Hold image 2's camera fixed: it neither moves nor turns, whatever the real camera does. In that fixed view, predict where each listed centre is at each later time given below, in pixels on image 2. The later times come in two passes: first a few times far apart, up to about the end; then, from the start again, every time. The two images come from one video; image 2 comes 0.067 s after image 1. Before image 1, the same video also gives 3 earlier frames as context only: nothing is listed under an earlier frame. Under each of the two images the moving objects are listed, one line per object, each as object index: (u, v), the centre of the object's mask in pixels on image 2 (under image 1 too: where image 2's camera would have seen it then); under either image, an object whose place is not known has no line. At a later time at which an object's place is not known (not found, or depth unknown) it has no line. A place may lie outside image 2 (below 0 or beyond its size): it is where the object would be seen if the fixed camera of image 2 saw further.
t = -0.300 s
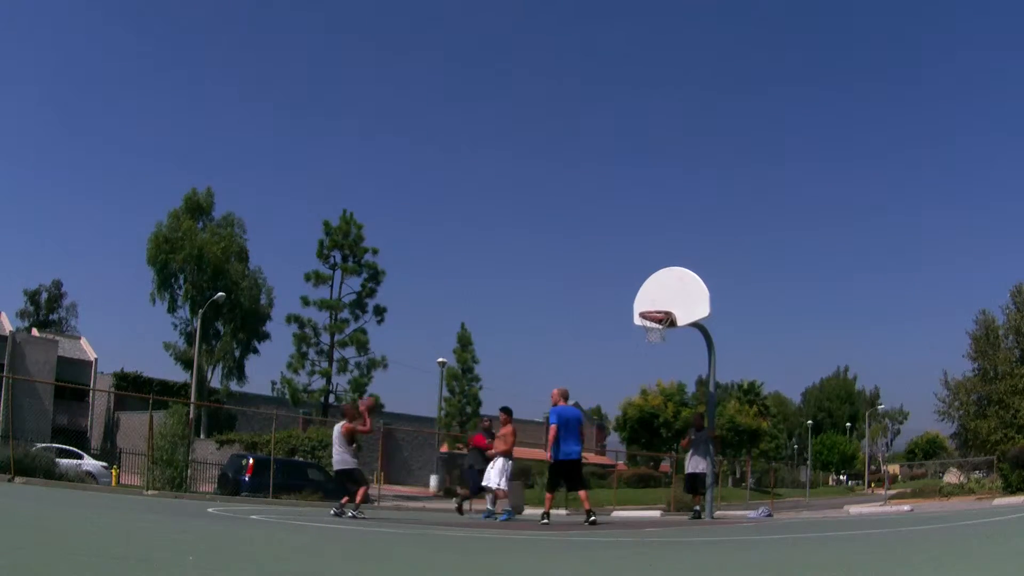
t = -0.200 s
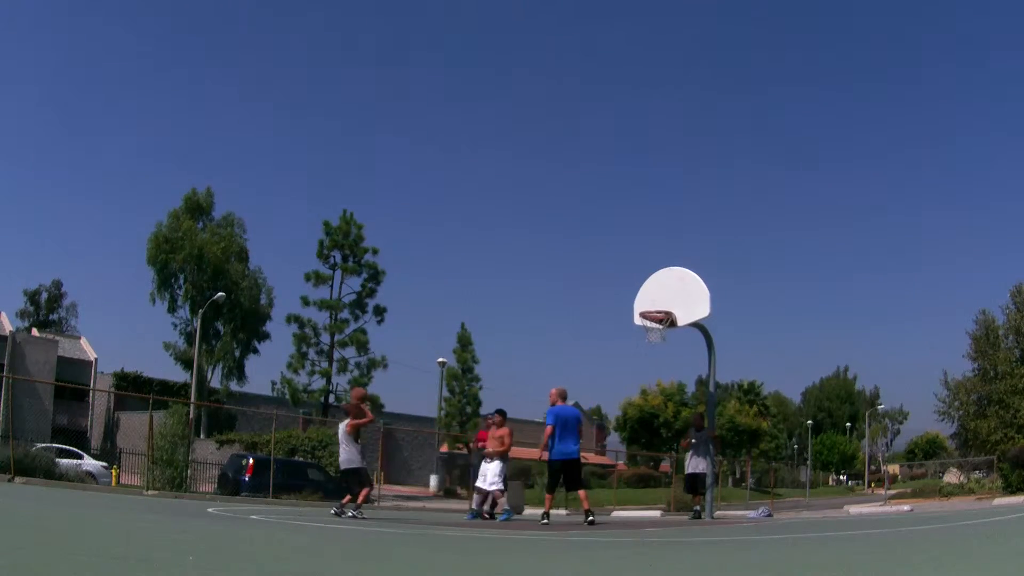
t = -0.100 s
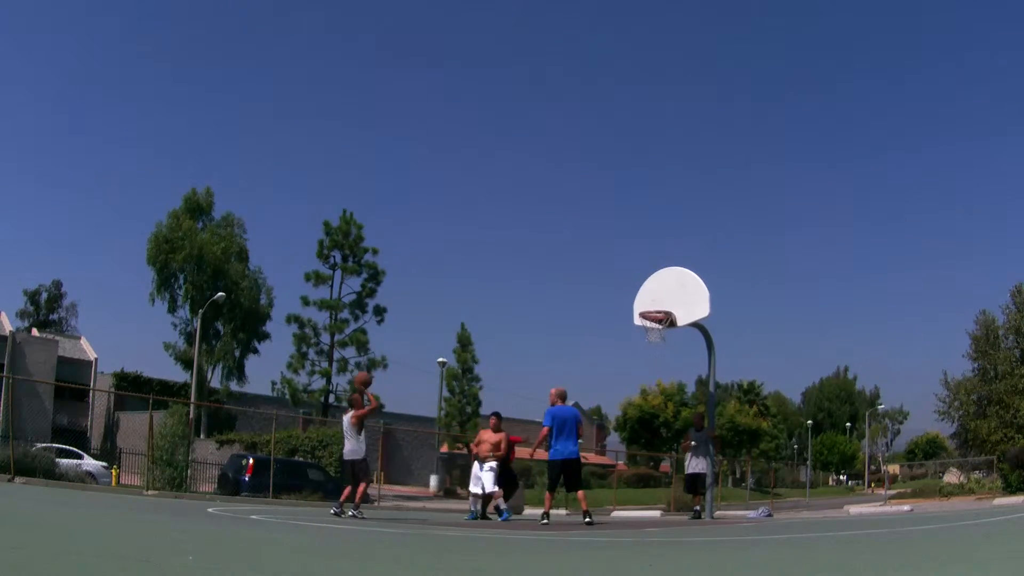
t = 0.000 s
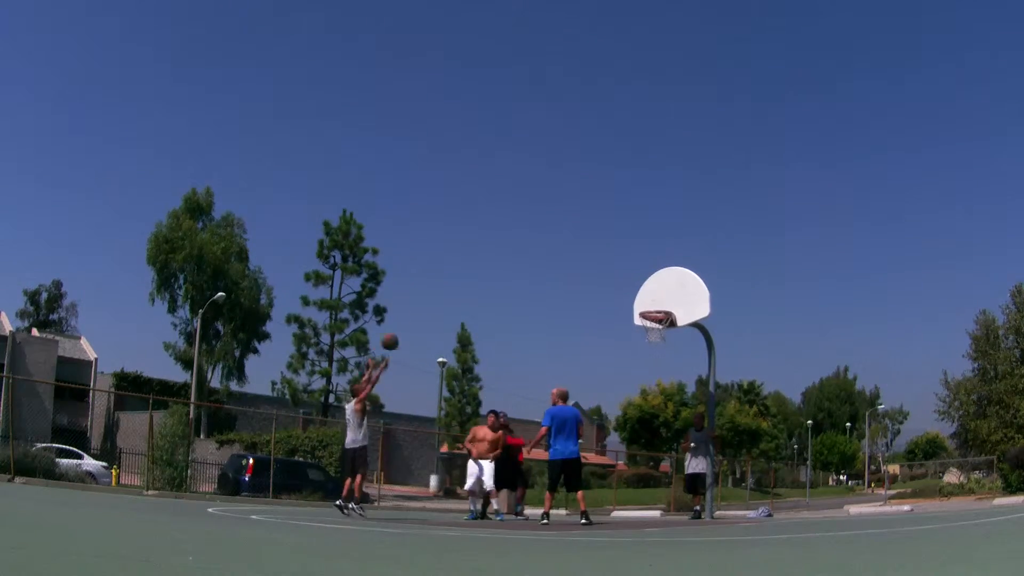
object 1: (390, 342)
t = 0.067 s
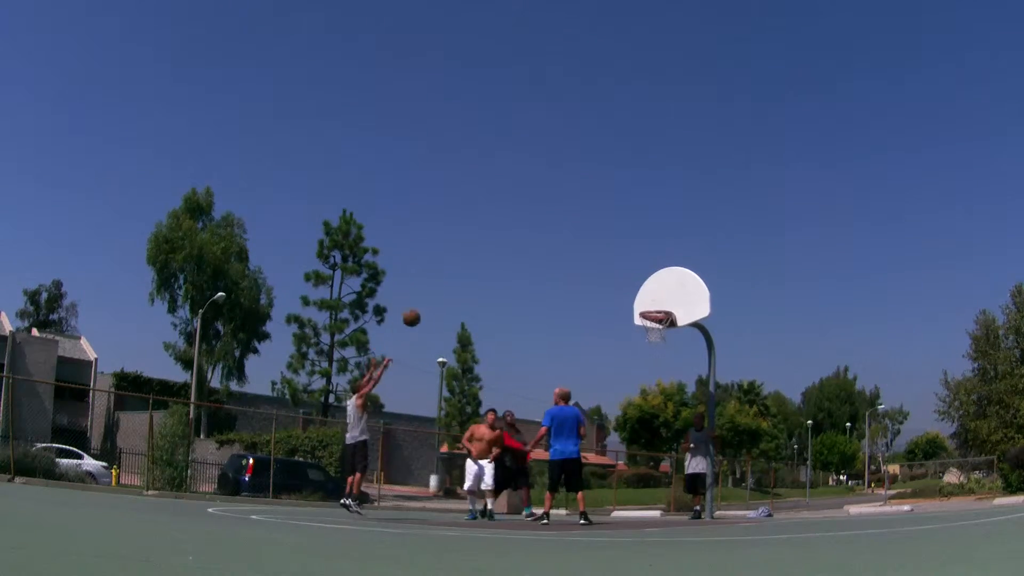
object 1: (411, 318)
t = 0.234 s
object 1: (463, 274)
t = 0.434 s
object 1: (523, 247)
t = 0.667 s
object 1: (589, 250)
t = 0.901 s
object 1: (652, 288)
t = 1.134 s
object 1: (679, 277)
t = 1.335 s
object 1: (682, 267)
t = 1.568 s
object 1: (685, 289)
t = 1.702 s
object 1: (688, 319)
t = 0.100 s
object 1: (422, 308)
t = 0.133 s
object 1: (433, 298)
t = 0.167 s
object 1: (443, 289)
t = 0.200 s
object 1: (453, 281)
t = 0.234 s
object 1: (463, 274)
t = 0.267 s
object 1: (474, 267)
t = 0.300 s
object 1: (484, 262)
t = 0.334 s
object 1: (494, 257)
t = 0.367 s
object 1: (504, 253)
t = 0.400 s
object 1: (514, 250)
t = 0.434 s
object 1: (523, 247)
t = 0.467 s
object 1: (533, 246)
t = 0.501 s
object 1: (543, 244)
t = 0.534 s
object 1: (552, 244)
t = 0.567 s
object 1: (562, 245)
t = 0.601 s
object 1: (571, 246)
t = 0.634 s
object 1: (580, 247)
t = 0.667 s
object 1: (589, 250)
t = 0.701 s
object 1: (599, 253)
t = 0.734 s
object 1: (608, 257)
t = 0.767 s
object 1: (617, 262)
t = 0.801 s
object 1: (626, 267)
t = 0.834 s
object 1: (634, 274)
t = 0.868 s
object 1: (644, 281)
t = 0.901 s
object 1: (652, 288)
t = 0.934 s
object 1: (661, 296)
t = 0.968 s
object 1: (670, 305)
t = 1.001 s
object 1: (673, 300)
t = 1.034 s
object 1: (676, 292)
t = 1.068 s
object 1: (678, 285)
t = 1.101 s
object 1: (678, 281)
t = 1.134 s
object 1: (679, 277)
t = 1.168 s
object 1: (679, 274)
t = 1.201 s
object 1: (680, 271)
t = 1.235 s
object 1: (680, 269)
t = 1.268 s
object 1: (681, 268)
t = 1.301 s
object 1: (681, 267)
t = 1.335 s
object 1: (682, 267)
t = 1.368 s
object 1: (682, 268)
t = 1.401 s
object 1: (683, 269)
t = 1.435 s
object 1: (683, 272)
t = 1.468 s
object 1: (684, 275)
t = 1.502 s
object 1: (684, 279)
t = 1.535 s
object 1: (685, 284)
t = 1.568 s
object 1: (685, 289)
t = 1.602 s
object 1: (686, 296)
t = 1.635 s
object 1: (687, 303)
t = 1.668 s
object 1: (687, 311)
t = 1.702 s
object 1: (688, 319)
